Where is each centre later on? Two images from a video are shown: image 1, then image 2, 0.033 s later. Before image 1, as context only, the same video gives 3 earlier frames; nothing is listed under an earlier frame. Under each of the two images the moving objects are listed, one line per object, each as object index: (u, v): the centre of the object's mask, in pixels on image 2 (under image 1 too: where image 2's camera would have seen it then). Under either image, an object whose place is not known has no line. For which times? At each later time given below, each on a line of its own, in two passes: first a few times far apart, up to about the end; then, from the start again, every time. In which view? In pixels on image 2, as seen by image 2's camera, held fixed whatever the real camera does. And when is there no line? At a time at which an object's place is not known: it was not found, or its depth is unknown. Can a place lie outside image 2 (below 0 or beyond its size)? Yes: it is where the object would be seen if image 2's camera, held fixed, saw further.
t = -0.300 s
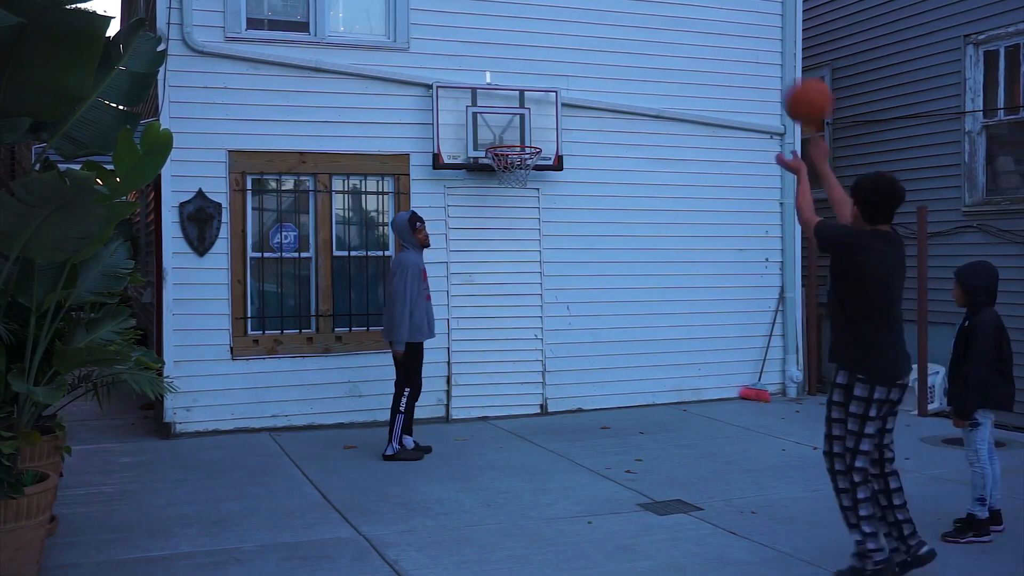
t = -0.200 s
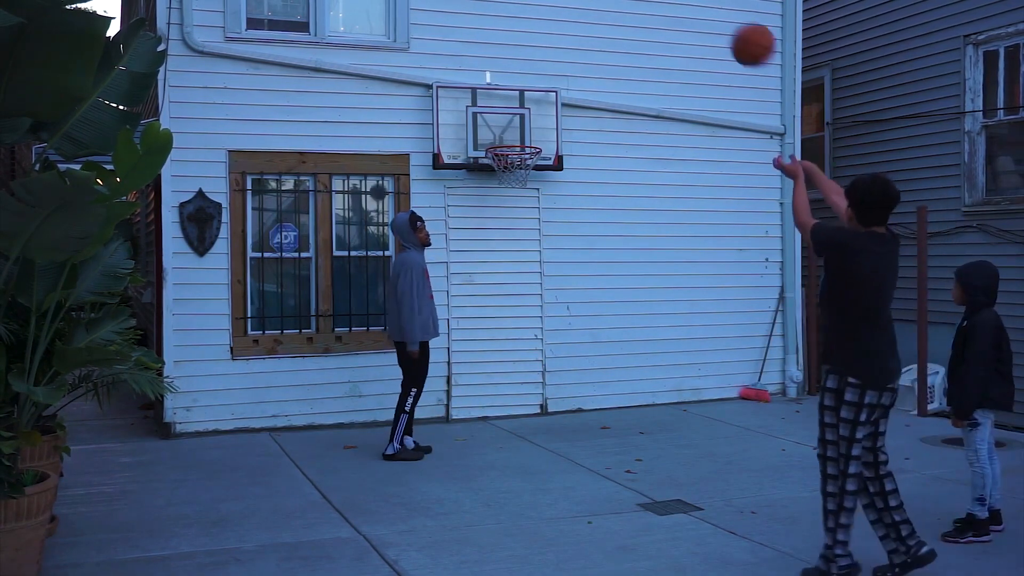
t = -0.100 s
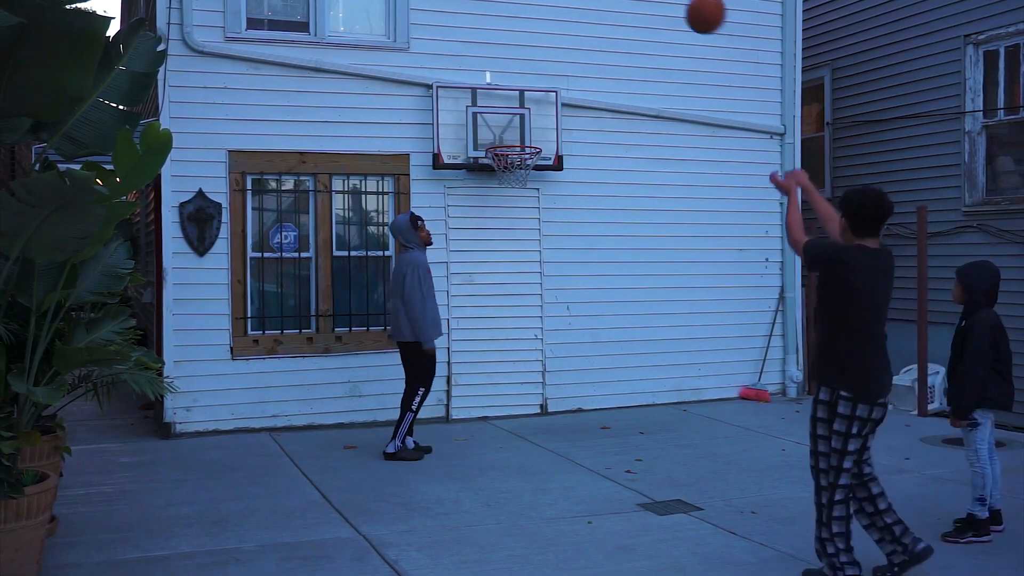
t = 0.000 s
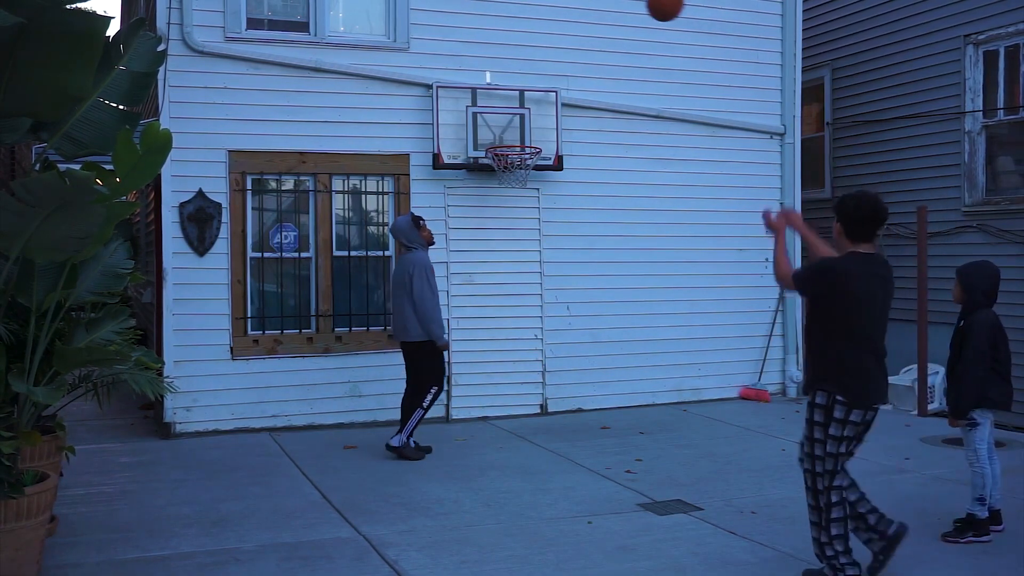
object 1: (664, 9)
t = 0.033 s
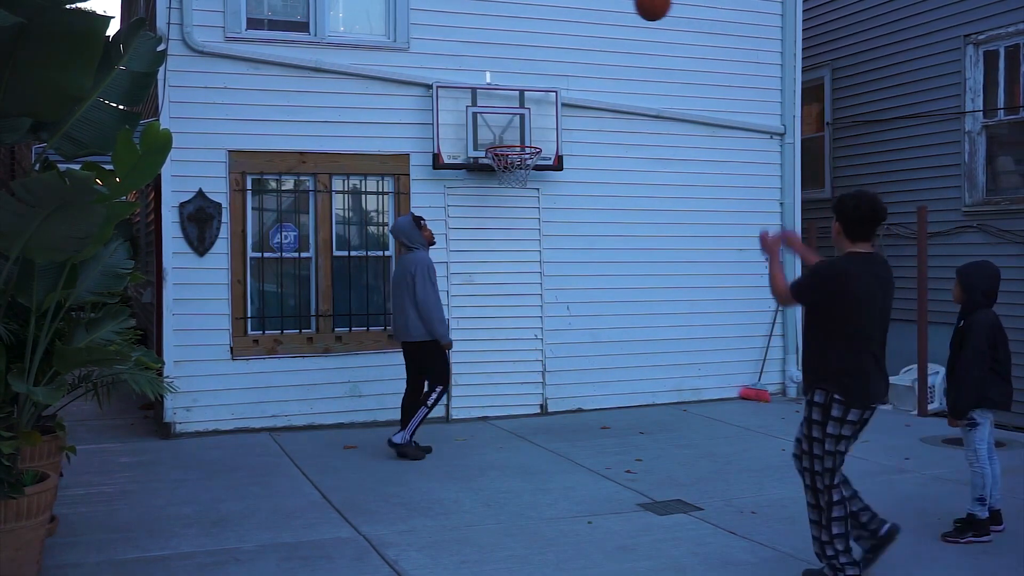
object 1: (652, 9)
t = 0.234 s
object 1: (591, 34)
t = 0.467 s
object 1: (537, 124)
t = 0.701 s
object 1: (589, 100)
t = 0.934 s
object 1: (667, 114)
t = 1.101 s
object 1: (731, 174)
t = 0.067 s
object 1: (641, 10)
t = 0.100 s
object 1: (630, 11)
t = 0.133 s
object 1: (619, 14)
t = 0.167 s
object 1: (610, 18)
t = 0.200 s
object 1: (600, 26)
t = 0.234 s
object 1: (591, 34)
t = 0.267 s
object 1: (582, 44)
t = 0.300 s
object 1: (574, 55)
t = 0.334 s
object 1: (566, 66)
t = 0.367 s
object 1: (558, 79)
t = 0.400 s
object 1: (551, 93)
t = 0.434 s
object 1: (543, 108)
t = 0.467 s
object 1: (537, 124)
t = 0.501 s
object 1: (532, 139)
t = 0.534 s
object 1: (540, 131)
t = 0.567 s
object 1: (549, 123)
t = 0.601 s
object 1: (559, 115)
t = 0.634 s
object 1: (568, 109)
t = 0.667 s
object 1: (578, 104)
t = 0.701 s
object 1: (589, 100)
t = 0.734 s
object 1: (599, 98)
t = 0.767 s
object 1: (610, 97)
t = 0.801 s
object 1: (621, 97)
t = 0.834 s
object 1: (632, 99)
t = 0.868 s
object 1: (643, 102)
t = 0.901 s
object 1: (655, 107)
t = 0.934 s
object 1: (667, 114)
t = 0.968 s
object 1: (679, 122)
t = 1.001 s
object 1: (692, 132)
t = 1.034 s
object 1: (704, 144)
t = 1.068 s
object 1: (717, 158)
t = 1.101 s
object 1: (731, 174)
